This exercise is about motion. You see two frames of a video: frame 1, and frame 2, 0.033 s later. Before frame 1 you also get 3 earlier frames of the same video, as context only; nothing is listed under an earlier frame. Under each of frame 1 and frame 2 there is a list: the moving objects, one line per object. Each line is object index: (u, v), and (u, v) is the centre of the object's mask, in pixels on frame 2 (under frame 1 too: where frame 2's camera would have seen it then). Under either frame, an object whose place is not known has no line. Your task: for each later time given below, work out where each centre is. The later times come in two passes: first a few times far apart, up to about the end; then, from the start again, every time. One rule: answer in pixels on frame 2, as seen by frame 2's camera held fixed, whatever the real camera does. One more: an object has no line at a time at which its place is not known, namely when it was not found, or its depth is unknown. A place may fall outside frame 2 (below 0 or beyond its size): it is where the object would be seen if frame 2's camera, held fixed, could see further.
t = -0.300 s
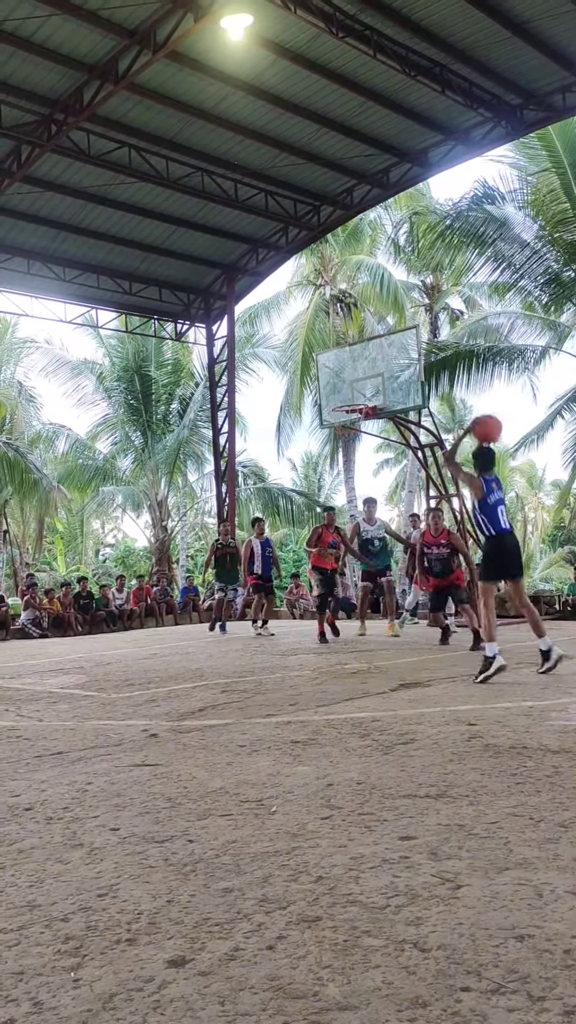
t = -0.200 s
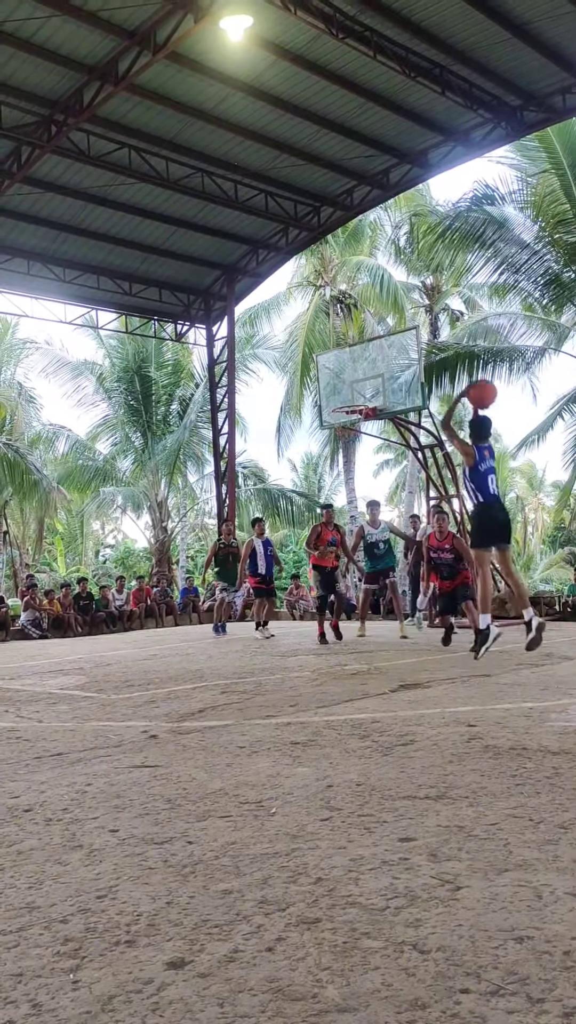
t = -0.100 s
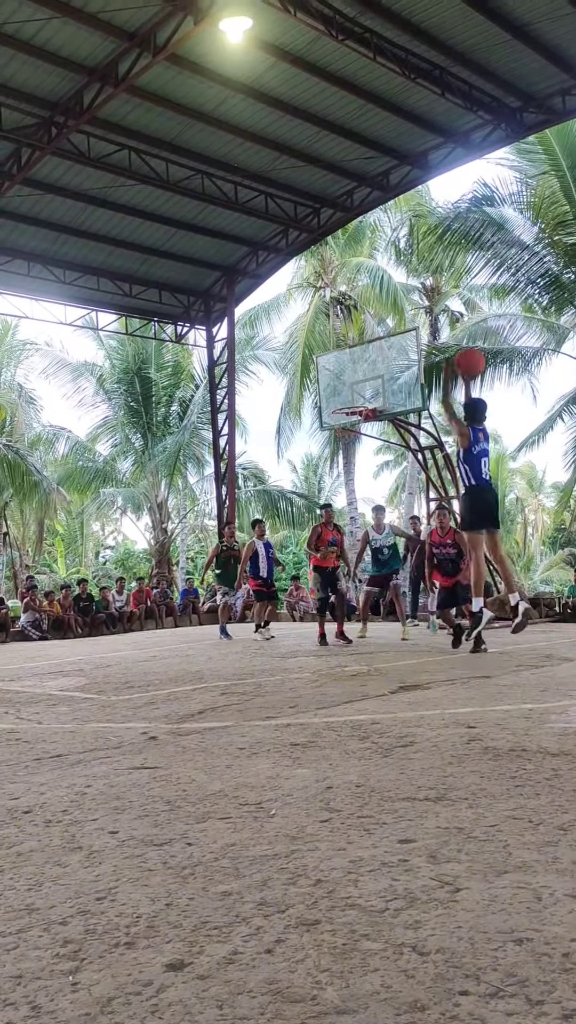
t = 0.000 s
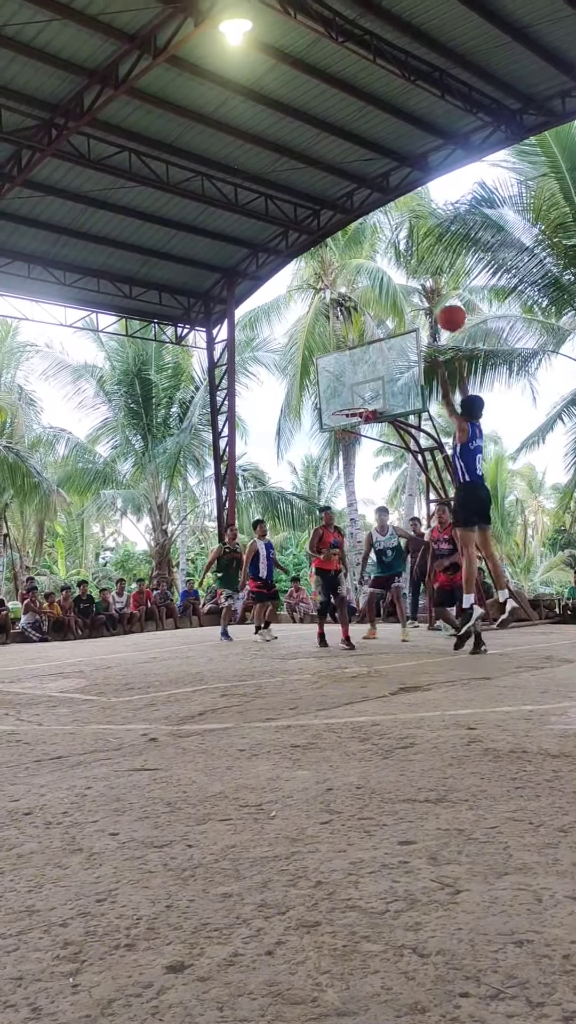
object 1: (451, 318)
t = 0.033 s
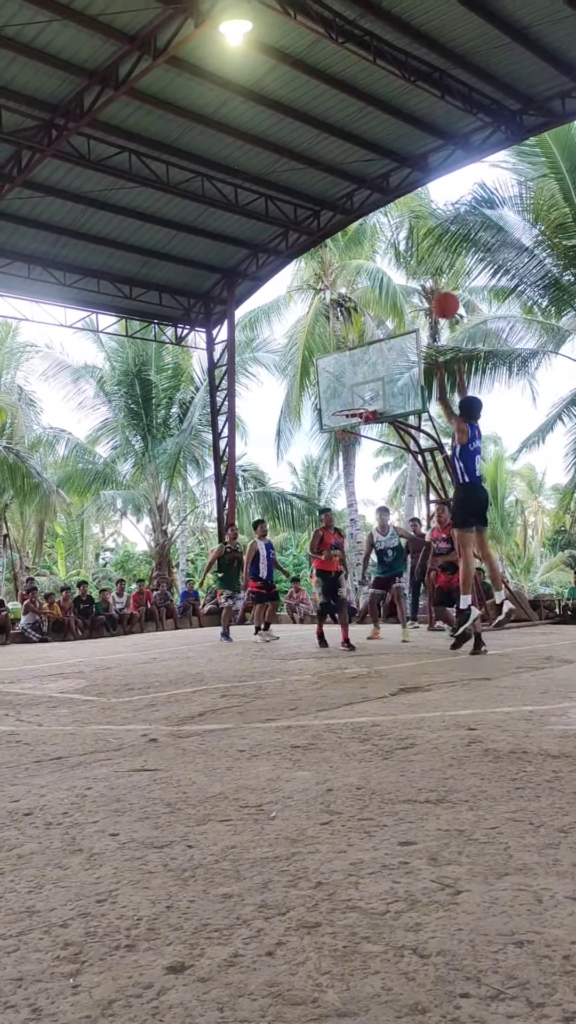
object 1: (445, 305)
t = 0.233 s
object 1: (414, 262)
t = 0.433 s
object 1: (390, 262)
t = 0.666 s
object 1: (366, 307)
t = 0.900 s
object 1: (348, 383)
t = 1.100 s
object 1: (345, 441)
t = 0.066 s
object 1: (439, 294)
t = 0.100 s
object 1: (434, 286)
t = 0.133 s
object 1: (429, 278)
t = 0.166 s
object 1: (424, 271)
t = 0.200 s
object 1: (419, 266)
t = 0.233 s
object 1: (414, 262)
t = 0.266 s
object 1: (410, 260)
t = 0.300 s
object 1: (406, 258)
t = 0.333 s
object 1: (401, 257)
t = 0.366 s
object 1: (397, 258)
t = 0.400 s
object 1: (394, 259)
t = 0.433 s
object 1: (390, 262)
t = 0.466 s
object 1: (386, 267)
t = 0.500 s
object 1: (382, 272)
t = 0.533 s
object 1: (379, 277)
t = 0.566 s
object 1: (376, 283)
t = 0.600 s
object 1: (372, 290)
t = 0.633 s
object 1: (369, 298)
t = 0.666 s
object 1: (366, 307)
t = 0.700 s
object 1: (364, 316)
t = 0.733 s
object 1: (361, 326)
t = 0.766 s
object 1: (358, 336)
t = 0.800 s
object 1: (356, 347)
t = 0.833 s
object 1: (353, 358)
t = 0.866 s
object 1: (351, 371)
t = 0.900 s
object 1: (348, 383)
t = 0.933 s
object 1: (346, 397)
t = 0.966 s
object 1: (344, 410)
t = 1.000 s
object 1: (343, 425)
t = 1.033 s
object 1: (343, 431)
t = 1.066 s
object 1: (344, 437)
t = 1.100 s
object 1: (345, 441)
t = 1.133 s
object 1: (345, 446)
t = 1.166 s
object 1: (343, 455)
